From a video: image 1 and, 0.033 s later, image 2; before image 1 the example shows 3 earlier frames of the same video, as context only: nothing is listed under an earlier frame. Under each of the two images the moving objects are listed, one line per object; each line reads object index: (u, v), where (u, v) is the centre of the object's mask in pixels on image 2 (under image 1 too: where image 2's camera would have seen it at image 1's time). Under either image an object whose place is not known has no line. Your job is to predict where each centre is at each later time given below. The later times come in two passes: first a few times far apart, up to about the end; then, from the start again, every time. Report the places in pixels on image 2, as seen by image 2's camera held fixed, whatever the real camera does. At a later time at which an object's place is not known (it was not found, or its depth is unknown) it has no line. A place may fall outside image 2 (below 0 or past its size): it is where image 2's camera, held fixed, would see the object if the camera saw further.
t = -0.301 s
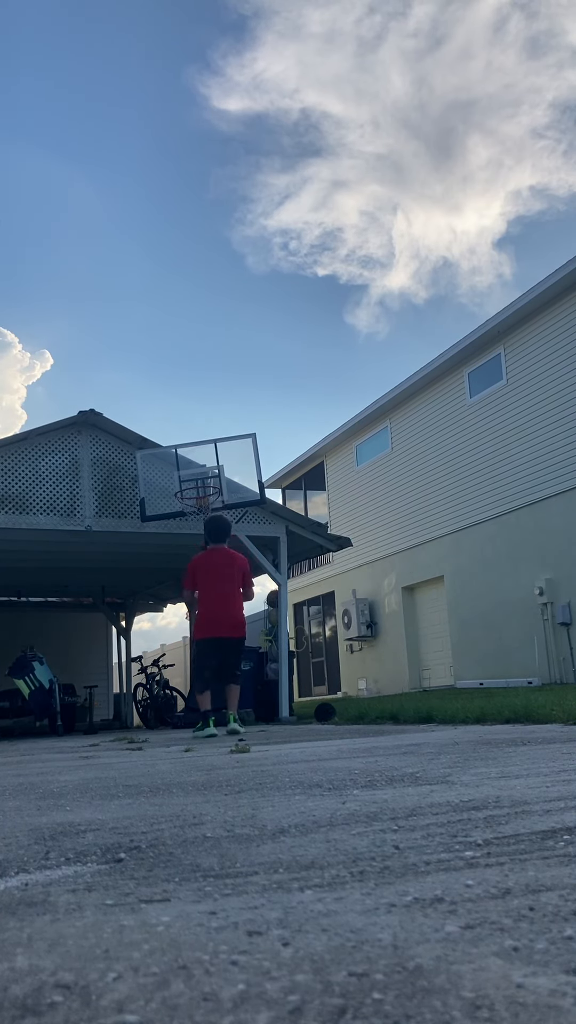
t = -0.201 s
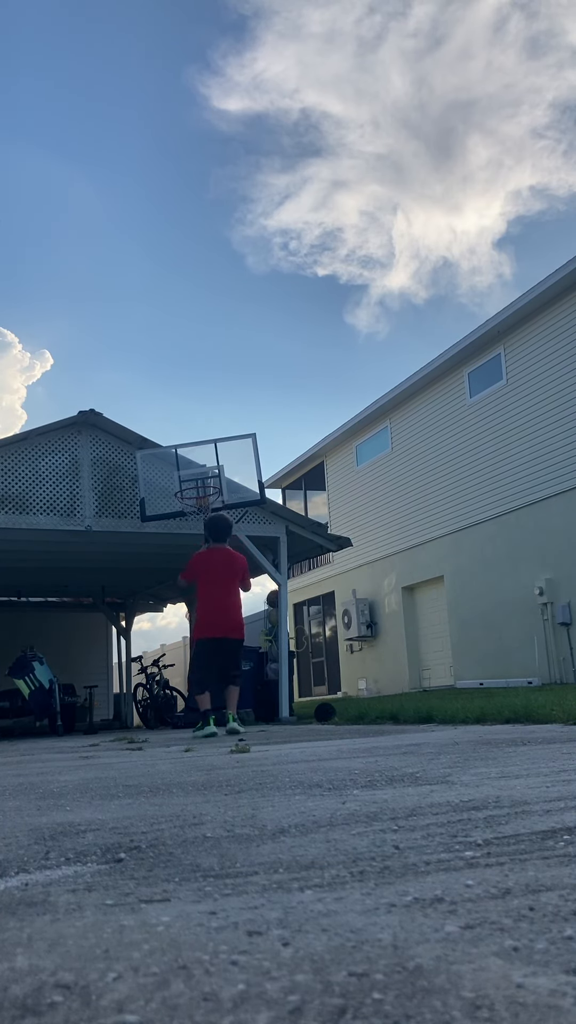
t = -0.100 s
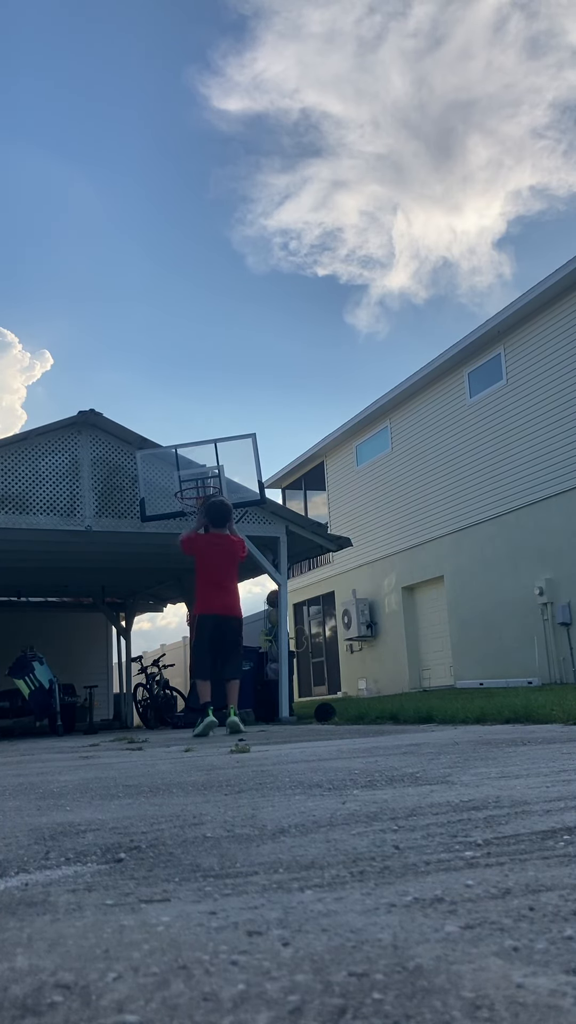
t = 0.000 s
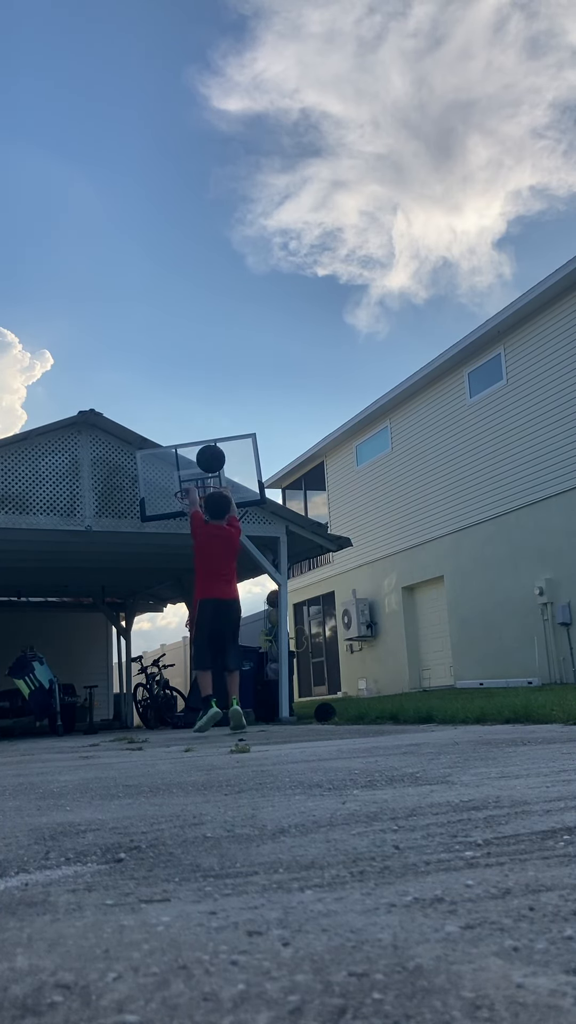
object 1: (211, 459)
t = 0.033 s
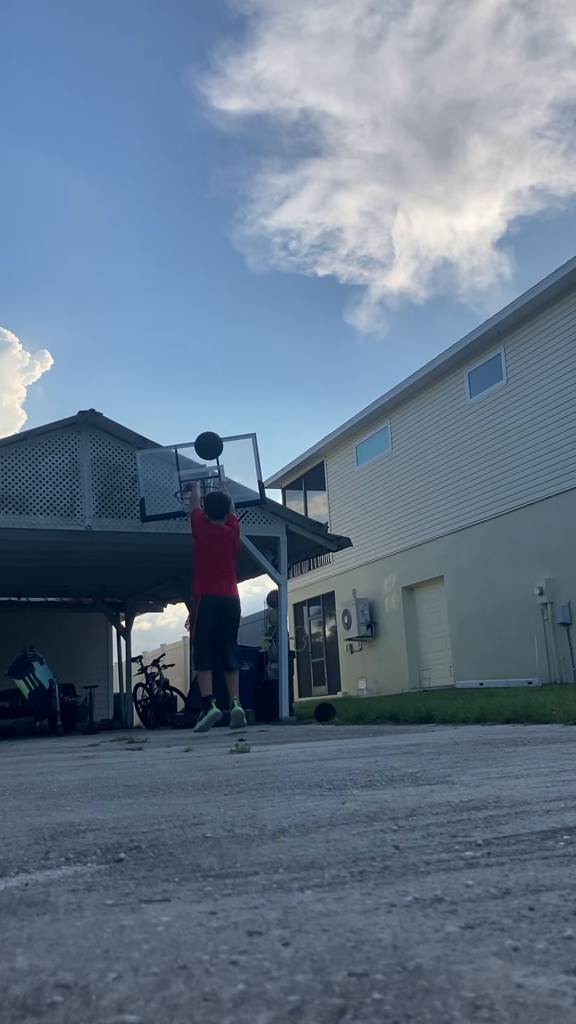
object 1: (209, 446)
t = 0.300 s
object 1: (197, 397)
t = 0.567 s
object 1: (191, 425)
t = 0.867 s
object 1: (193, 470)
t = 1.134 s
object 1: (210, 436)
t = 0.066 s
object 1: (207, 434)
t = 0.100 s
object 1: (205, 425)
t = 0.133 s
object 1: (204, 416)
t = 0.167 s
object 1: (202, 410)
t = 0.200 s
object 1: (201, 405)
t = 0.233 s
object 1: (200, 401)
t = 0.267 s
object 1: (198, 399)
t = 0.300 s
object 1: (197, 397)
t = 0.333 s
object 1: (196, 397)
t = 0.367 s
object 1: (195, 398)
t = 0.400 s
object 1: (194, 400)
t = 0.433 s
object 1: (193, 403)
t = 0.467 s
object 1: (193, 407)
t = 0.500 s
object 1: (192, 412)
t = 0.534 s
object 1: (192, 418)
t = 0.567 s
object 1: (191, 425)
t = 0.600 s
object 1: (191, 433)
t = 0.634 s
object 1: (190, 441)
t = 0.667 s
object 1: (190, 450)
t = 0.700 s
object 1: (190, 460)
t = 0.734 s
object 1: (189, 470)
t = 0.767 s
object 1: (189, 482)
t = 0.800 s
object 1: (189, 486)
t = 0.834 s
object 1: (192, 478)
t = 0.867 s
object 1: (193, 470)
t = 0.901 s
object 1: (195, 462)
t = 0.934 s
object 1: (197, 456)
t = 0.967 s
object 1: (199, 450)
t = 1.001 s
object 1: (201, 445)
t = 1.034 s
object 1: (204, 442)
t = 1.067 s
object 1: (206, 439)
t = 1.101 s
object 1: (208, 437)
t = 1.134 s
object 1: (210, 436)
